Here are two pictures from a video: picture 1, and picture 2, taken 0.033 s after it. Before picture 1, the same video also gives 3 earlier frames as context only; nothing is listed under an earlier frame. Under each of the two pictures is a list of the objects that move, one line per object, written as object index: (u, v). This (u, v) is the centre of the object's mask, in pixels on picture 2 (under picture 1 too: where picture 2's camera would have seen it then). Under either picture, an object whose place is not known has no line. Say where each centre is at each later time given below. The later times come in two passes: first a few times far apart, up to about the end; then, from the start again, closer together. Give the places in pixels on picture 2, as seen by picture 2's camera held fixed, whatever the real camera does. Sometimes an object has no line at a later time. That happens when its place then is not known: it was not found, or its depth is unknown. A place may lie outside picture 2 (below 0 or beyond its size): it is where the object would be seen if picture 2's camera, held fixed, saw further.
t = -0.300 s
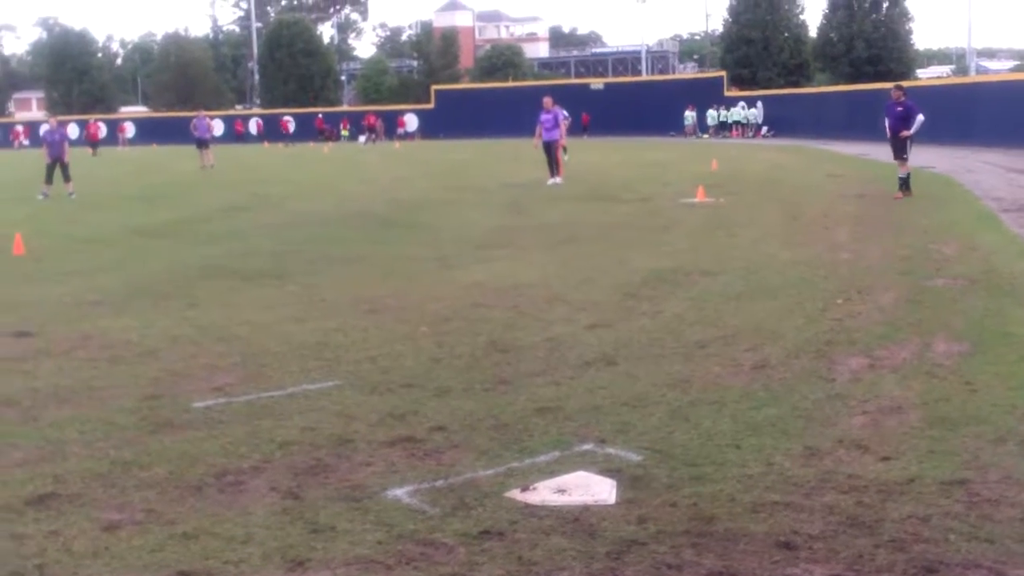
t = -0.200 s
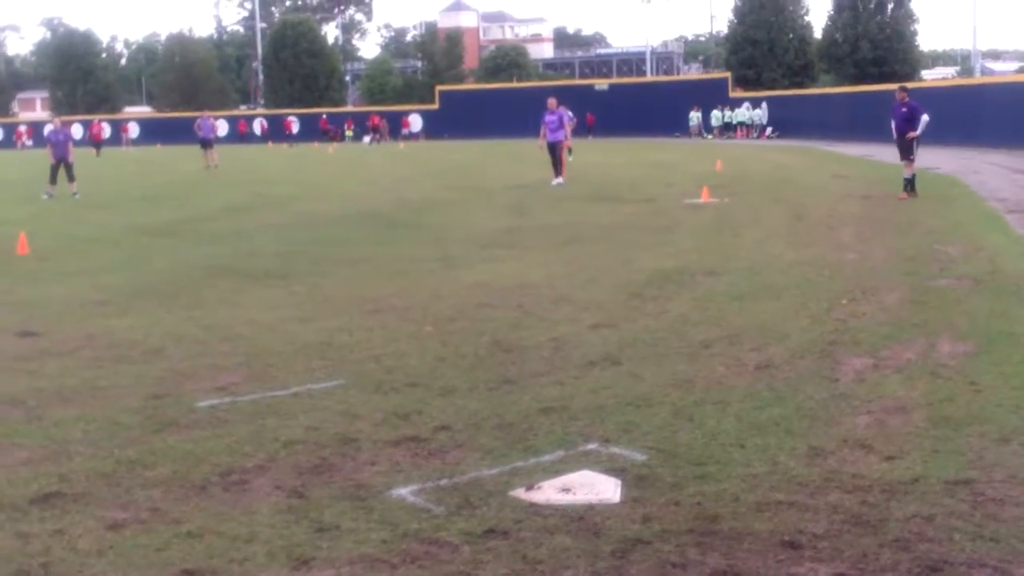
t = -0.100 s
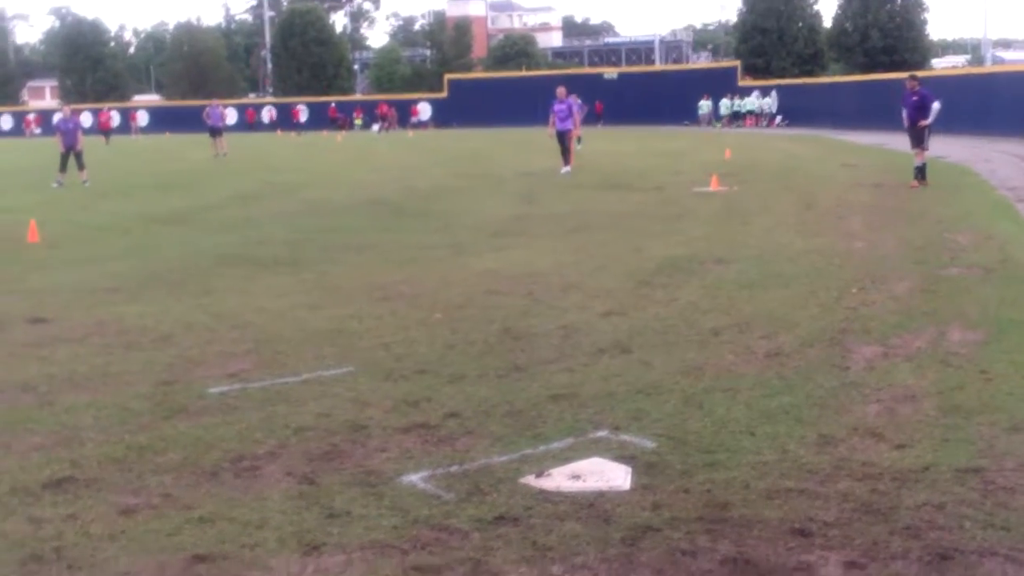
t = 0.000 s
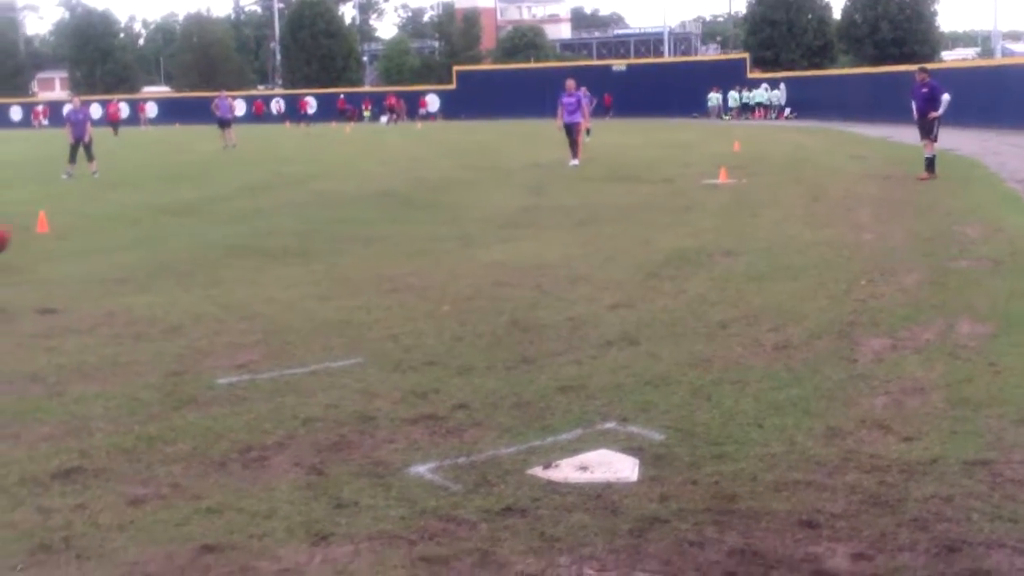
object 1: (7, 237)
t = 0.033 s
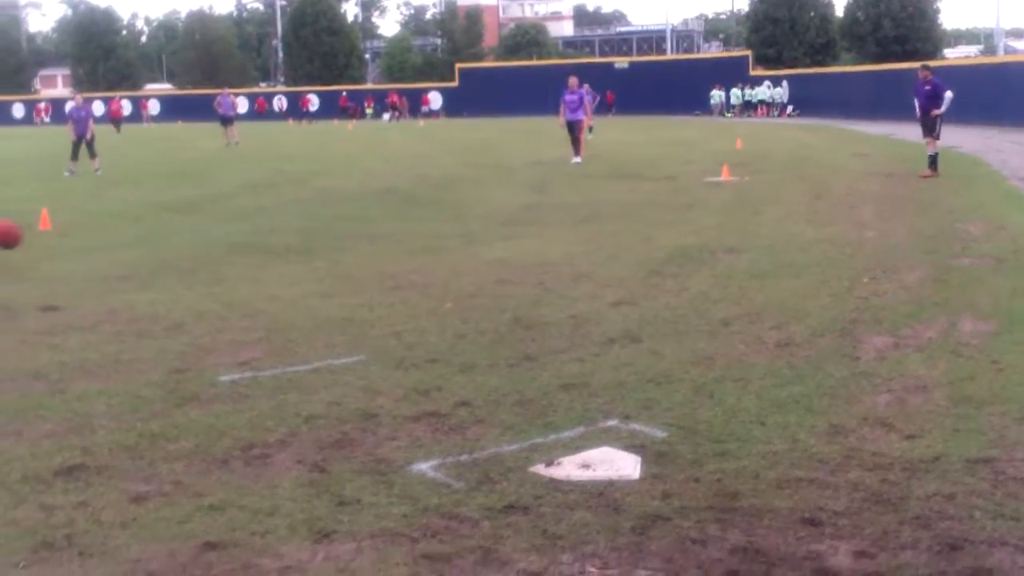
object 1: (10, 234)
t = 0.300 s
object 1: (112, 288)
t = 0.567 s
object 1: (260, 321)
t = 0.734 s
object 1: (396, 387)
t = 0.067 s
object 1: (17, 235)
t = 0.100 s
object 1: (27, 237)
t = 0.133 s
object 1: (40, 240)
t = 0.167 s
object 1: (53, 245)
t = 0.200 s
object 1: (66, 253)
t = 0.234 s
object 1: (81, 263)
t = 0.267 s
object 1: (97, 274)
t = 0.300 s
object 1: (112, 288)
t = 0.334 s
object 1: (129, 302)
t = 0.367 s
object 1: (144, 300)
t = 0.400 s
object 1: (161, 298)
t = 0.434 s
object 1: (179, 298)
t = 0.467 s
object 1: (196, 300)
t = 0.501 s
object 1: (216, 305)
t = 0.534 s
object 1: (238, 311)
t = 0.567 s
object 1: (260, 321)
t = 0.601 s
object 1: (284, 333)
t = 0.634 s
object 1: (309, 348)
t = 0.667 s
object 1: (336, 368)
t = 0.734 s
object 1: (396, 387)
